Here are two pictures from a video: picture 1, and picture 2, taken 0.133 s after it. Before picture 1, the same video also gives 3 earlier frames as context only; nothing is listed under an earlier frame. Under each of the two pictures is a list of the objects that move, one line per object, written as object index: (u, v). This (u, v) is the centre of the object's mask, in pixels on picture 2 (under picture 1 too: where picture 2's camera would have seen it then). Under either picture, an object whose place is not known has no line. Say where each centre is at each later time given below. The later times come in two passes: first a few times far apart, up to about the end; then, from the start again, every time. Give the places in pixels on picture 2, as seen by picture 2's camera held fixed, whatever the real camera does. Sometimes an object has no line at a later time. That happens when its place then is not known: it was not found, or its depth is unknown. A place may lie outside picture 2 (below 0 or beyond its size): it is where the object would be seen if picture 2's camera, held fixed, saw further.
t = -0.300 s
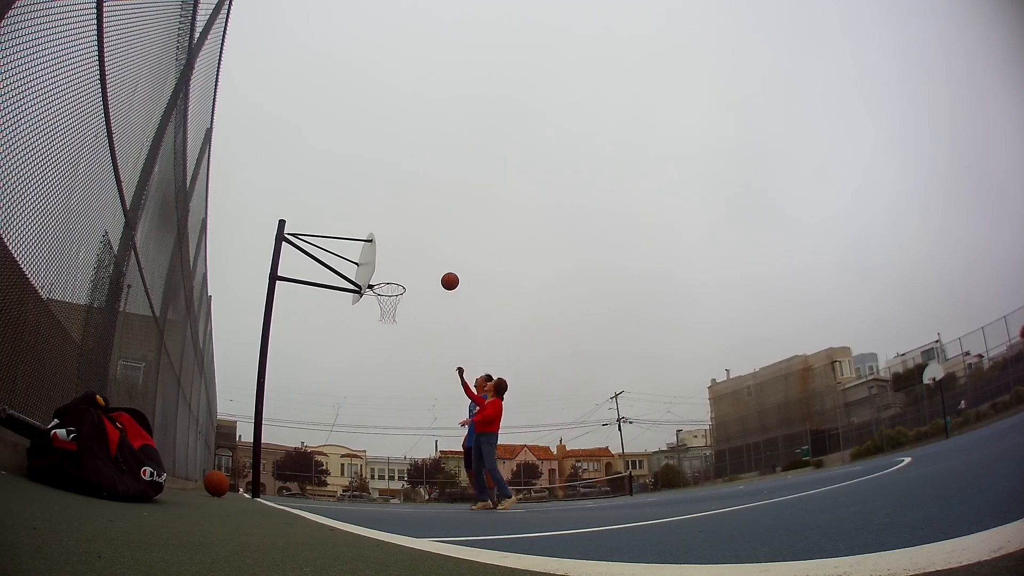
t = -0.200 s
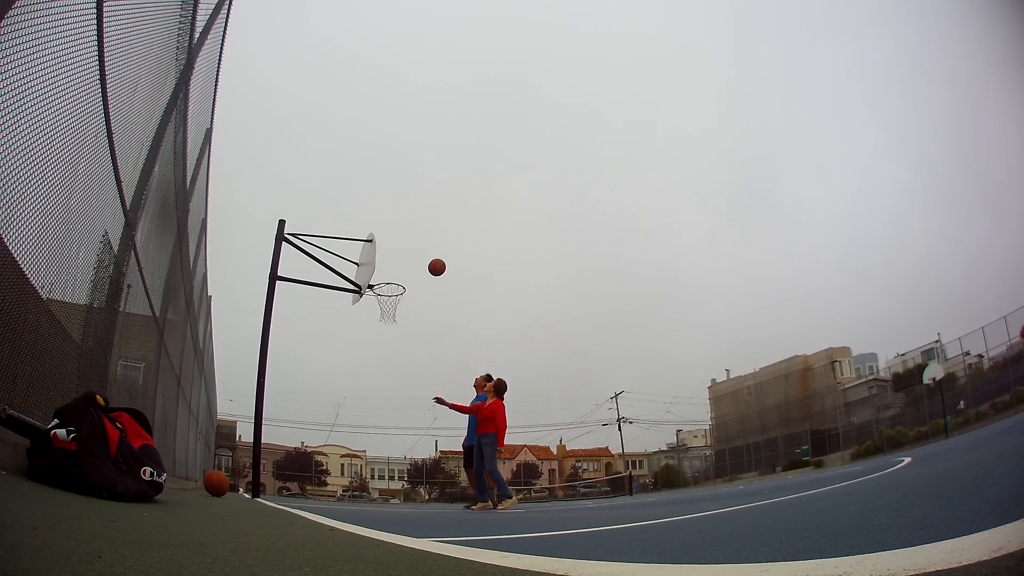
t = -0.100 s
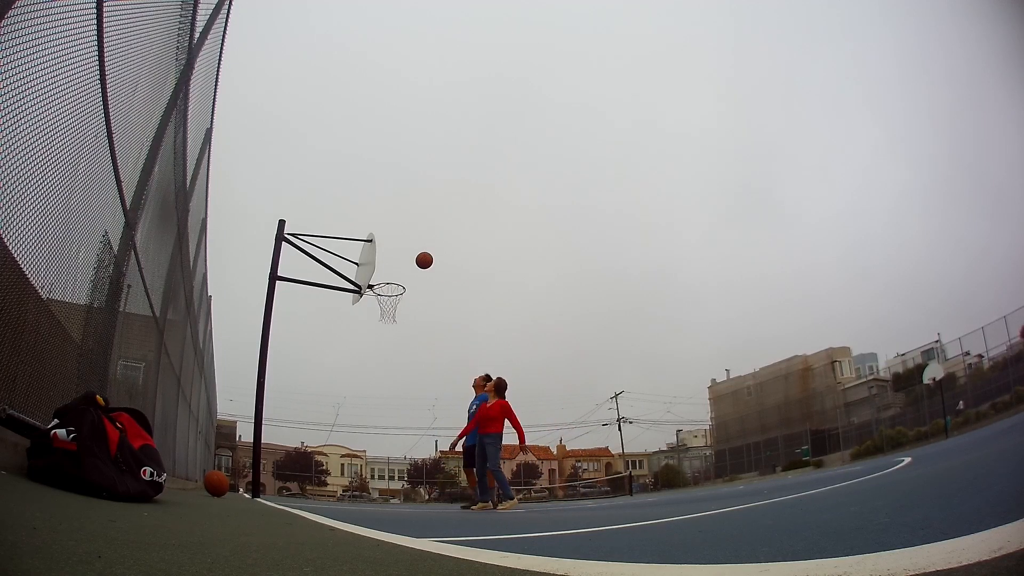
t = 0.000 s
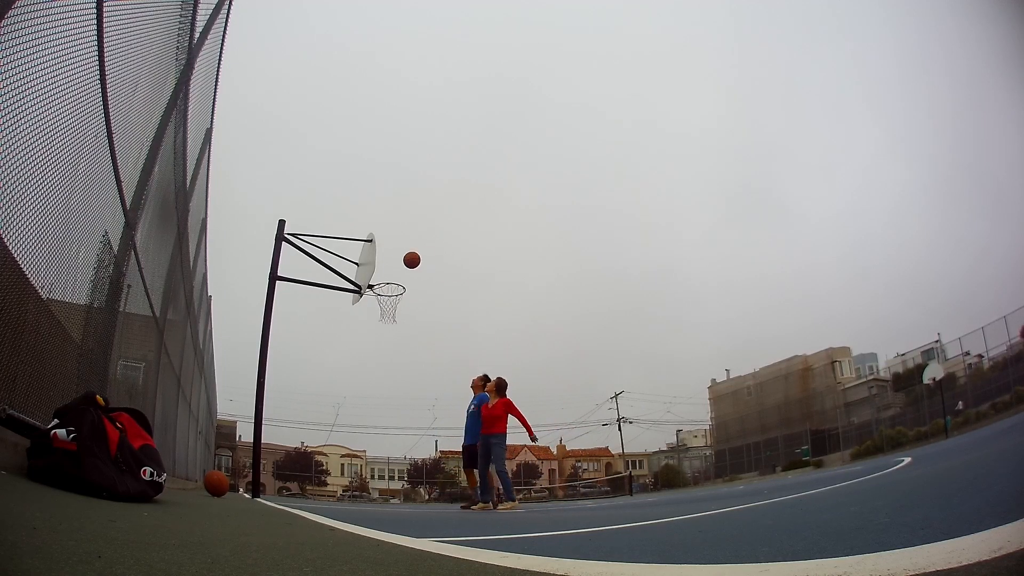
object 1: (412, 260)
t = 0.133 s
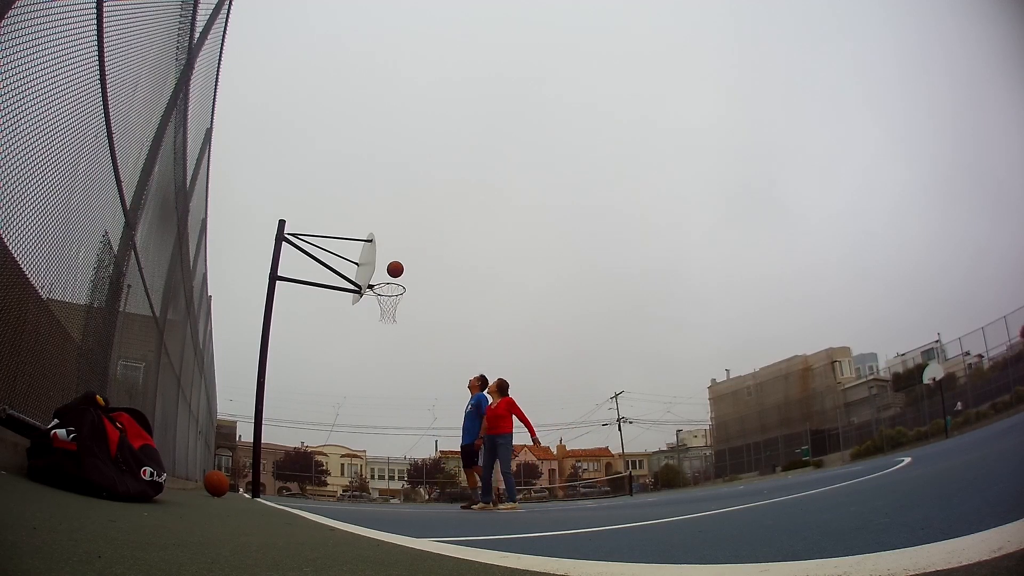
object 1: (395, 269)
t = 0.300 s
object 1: (382, 285)
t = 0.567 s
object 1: (396, 295)
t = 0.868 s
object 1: (385, 321)
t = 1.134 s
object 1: (367, 394)
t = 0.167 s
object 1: (391, 273)
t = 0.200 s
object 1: (387, 278)
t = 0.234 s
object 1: (385, 280)
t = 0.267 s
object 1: (383, 283)
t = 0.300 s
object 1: (382, 285)
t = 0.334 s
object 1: (381, 289)
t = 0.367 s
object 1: (384, 290)
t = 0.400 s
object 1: (387, 291)
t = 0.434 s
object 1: (391, 293)
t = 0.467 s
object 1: (392, 292)
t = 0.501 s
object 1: (393, 292)
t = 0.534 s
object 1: (394, 293)
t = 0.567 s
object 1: (396, 295)
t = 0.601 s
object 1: (397, 296)
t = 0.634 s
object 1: (397, 298)
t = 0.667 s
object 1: (397, 300)
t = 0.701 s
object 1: (396, 303)
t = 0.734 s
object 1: (394, 305)
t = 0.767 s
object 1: (392, 308)
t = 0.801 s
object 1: (390, 311)
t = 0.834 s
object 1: (388, 316)
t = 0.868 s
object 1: (385, 321)
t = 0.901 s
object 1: (383, 327)
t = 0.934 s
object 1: (381, 334)
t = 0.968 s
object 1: (379, 342)
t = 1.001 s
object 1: (377, 350)
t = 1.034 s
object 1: (374, 360)
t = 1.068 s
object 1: (372, 370)
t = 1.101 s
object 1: (370, 382)
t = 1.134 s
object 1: (367, 394)
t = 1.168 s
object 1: (365, 407)
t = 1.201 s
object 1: (363, 421)
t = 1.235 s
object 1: (360, 436)
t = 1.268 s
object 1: (358, 452)
